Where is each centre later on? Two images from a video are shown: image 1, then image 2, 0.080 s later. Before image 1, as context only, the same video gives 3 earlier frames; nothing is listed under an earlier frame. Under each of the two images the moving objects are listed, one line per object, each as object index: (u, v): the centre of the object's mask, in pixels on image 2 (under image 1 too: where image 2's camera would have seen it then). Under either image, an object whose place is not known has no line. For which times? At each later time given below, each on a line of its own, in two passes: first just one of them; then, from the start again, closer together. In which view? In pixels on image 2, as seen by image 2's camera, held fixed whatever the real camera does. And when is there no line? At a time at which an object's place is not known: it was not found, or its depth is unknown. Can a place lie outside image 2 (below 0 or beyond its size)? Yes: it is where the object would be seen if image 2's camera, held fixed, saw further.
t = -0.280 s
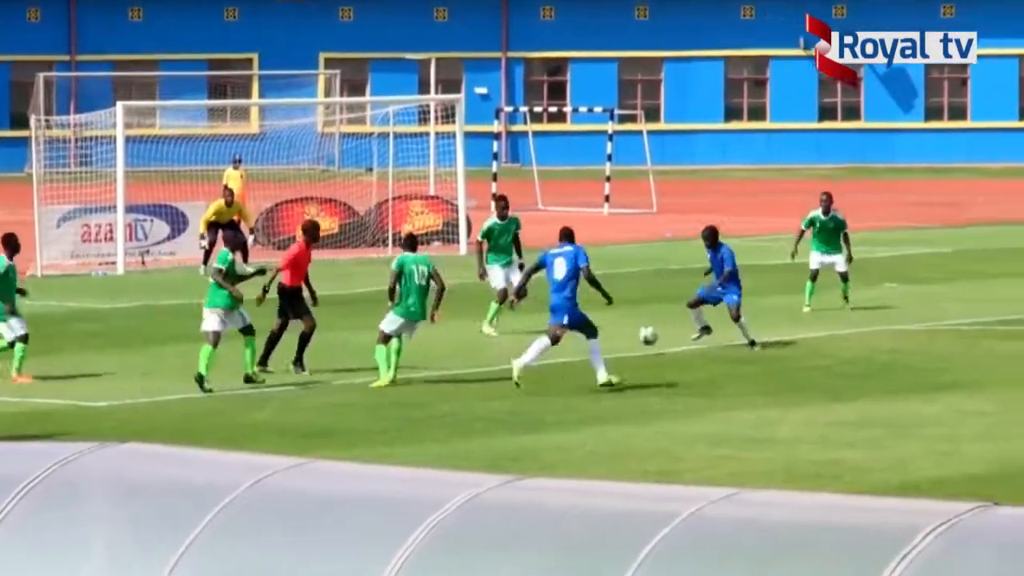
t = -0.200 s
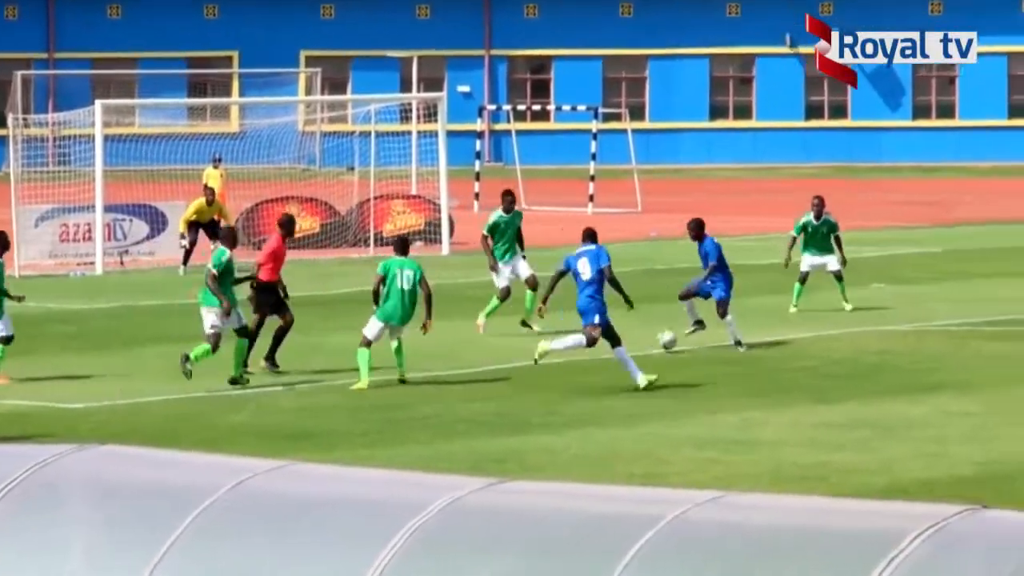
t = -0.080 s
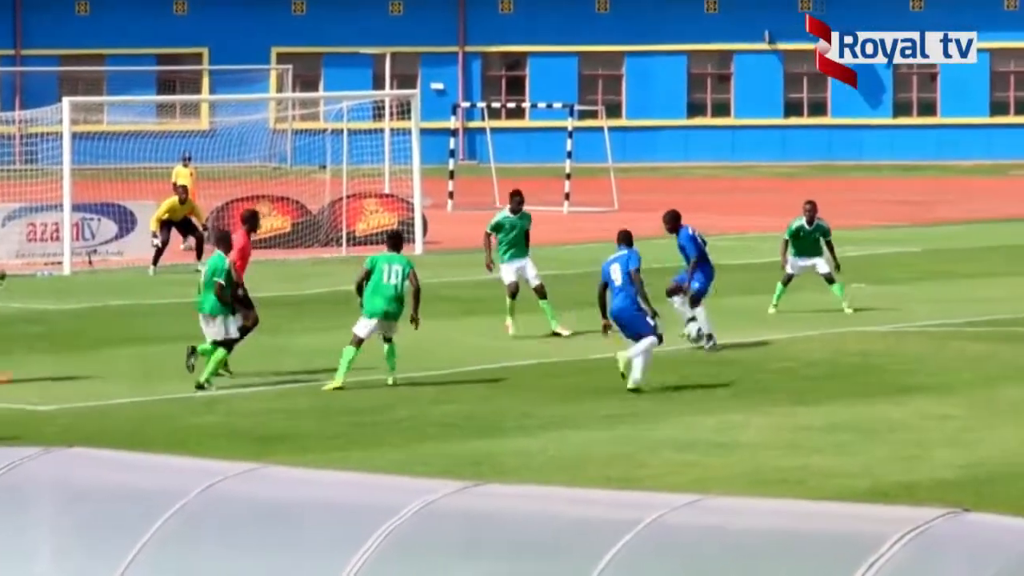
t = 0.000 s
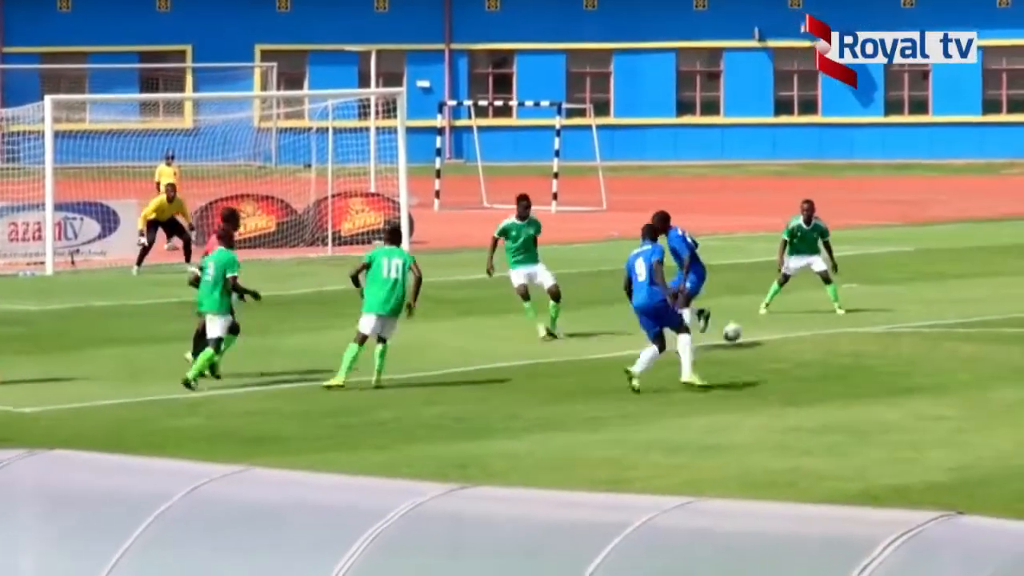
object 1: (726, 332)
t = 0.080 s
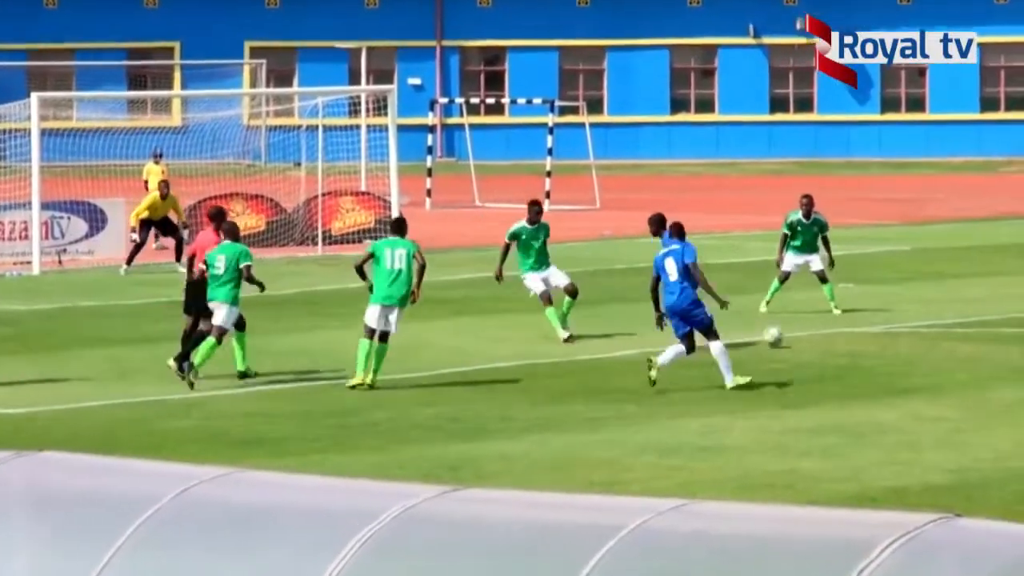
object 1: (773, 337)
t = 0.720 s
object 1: (1068, 331)
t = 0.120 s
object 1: (796, 338)
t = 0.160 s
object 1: (815, 332)
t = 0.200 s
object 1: (834, 328)
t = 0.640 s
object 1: (1034, 325)
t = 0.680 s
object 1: (1050, 327)
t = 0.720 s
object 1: (1068, 331)
